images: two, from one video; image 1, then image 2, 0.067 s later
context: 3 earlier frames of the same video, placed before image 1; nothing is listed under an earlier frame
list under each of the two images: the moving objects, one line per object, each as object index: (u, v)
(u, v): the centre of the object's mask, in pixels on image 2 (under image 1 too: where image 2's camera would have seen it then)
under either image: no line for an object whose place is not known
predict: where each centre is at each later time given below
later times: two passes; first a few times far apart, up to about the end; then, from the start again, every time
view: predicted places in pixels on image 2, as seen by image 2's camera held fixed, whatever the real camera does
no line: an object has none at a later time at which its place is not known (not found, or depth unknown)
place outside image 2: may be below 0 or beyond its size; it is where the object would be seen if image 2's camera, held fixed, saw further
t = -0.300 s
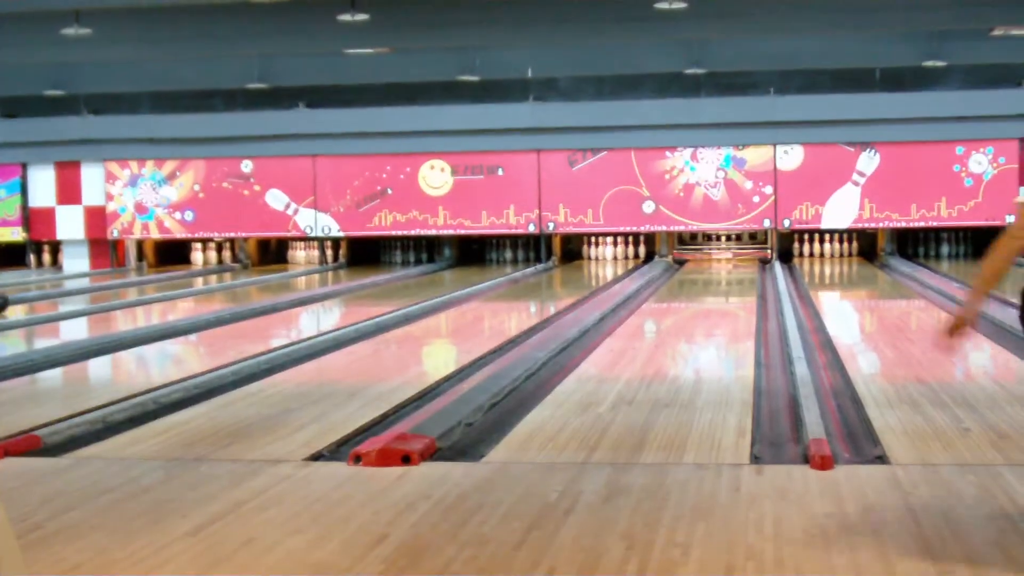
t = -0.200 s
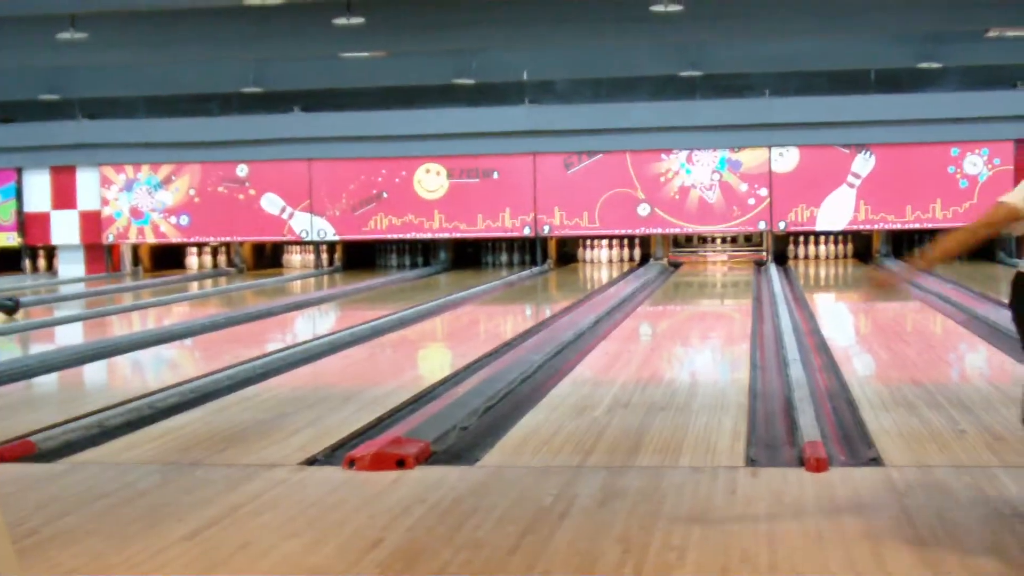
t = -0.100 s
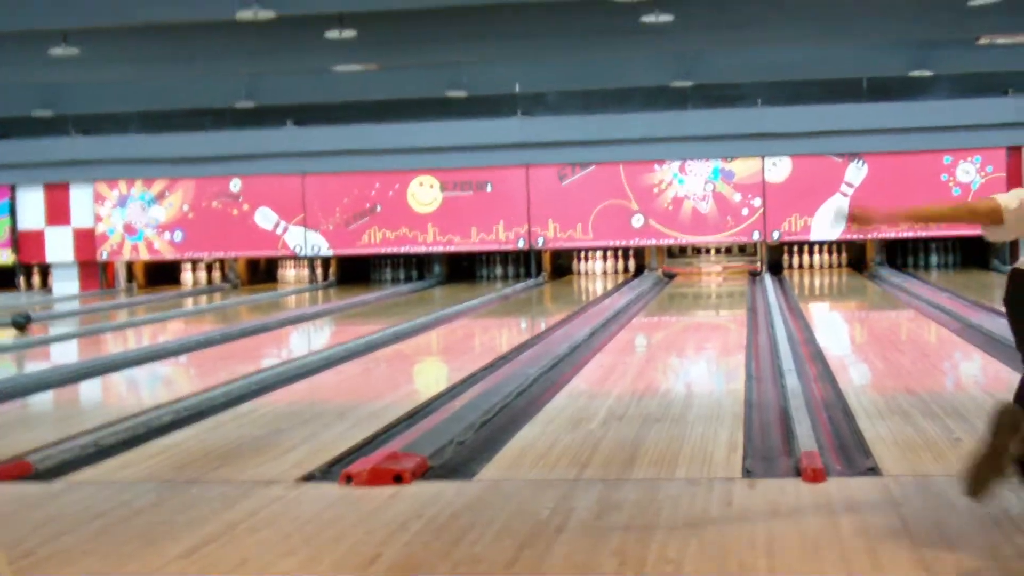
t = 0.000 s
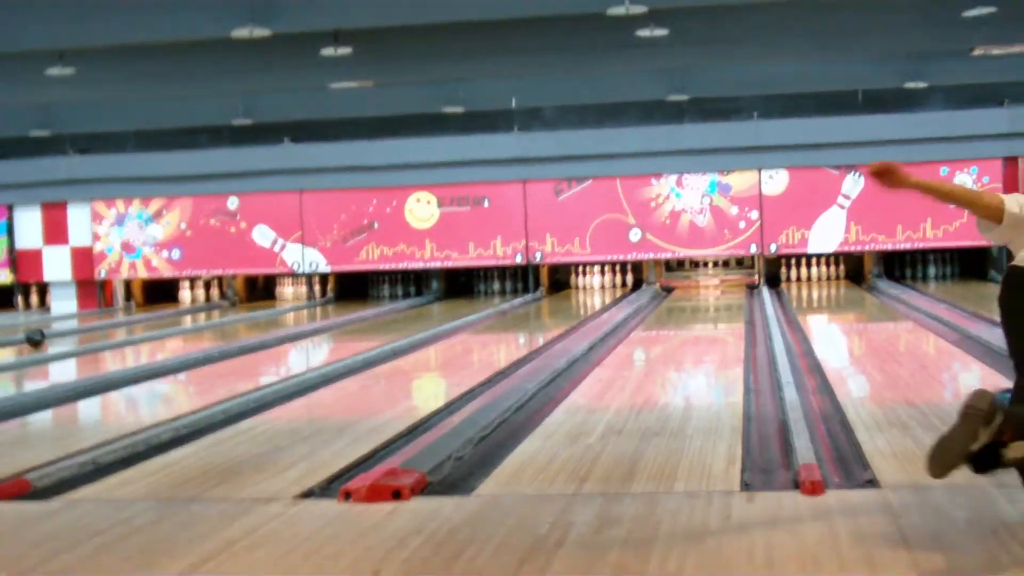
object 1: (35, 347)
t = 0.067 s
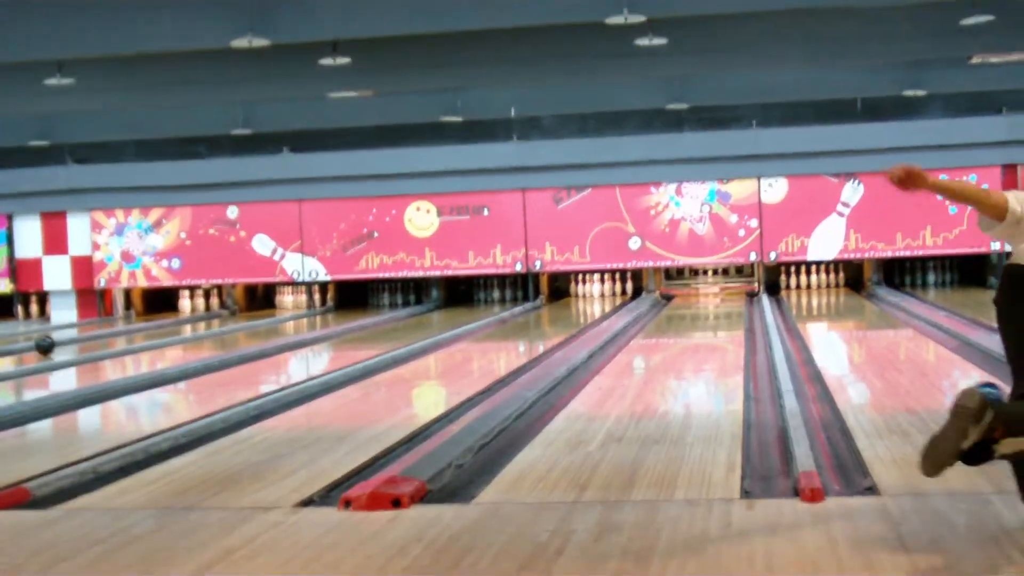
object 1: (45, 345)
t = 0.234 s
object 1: (69, 340)
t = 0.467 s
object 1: (99, 336)
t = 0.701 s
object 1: (127, 332)
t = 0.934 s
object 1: (152, 328)
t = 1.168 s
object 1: (176, 325)
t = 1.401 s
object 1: (199, 322)
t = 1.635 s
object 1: (221, 318)
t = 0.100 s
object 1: (50, 344)
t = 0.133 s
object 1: (54, 343)
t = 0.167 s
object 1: (58, 342)
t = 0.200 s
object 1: (63, 341)
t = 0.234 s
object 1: (69, 340)
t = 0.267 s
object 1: (73, 339)
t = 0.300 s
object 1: (78, 339)
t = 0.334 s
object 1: (82, 339)
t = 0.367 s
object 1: (87, 338)
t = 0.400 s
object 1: (90, 338)
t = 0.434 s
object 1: (95, 336)
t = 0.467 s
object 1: (99, 336)
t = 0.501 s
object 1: (103, 336)
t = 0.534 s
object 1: (108, 334)
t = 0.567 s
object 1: (111, 334)
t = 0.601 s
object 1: (116, 333)
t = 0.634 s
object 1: (119, 332)
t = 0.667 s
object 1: (123, 332)
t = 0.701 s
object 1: (127, 332)
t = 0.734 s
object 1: (130, 331)
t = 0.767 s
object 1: (134, 331)
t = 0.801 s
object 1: (137, 330)
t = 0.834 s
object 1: (141, 330)
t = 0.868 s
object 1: (145, 329)
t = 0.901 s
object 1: (149, 329)
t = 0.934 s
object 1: (152, 328)
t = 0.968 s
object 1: (155, 327)
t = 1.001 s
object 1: (159, 327)
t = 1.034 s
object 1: (163, 326)
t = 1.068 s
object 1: (166, 326)
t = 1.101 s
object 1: (169, 326)
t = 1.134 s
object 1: (173, 325)
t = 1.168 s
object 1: (176, 325)
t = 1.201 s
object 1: (179, 324)
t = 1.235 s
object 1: (182, 323)
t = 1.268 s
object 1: (186, 324)
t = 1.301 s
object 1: (189, 324)
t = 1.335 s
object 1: (192, 324)
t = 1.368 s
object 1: (195, 323)
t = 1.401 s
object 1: (199, 322)
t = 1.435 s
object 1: (202, 322)
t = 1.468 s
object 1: (205, 322)
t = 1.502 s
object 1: (208, 321)
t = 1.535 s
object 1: (212, 321)
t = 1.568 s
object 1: (215, 320)
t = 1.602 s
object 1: (218, 319)
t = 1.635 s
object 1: (221, 318)
